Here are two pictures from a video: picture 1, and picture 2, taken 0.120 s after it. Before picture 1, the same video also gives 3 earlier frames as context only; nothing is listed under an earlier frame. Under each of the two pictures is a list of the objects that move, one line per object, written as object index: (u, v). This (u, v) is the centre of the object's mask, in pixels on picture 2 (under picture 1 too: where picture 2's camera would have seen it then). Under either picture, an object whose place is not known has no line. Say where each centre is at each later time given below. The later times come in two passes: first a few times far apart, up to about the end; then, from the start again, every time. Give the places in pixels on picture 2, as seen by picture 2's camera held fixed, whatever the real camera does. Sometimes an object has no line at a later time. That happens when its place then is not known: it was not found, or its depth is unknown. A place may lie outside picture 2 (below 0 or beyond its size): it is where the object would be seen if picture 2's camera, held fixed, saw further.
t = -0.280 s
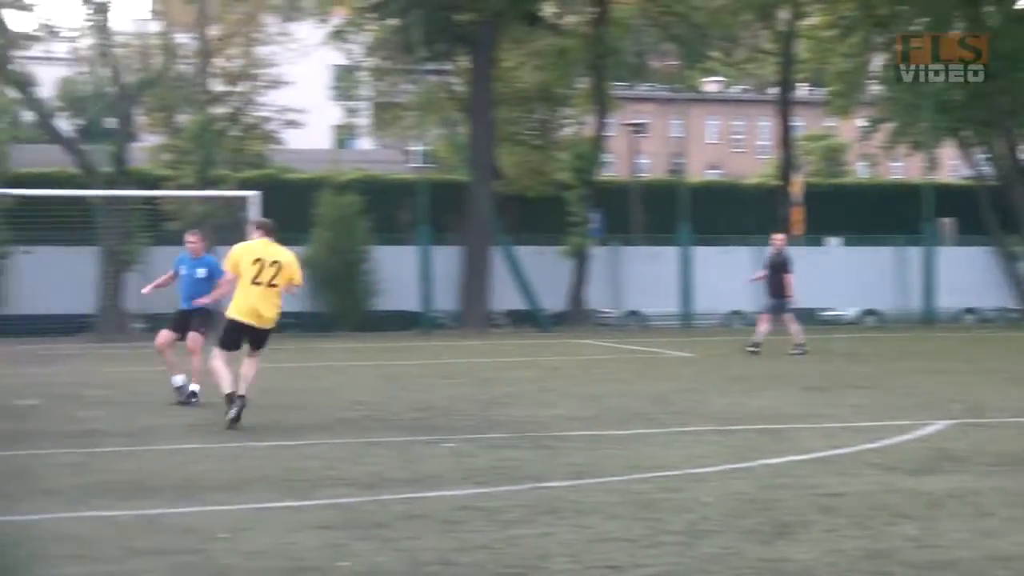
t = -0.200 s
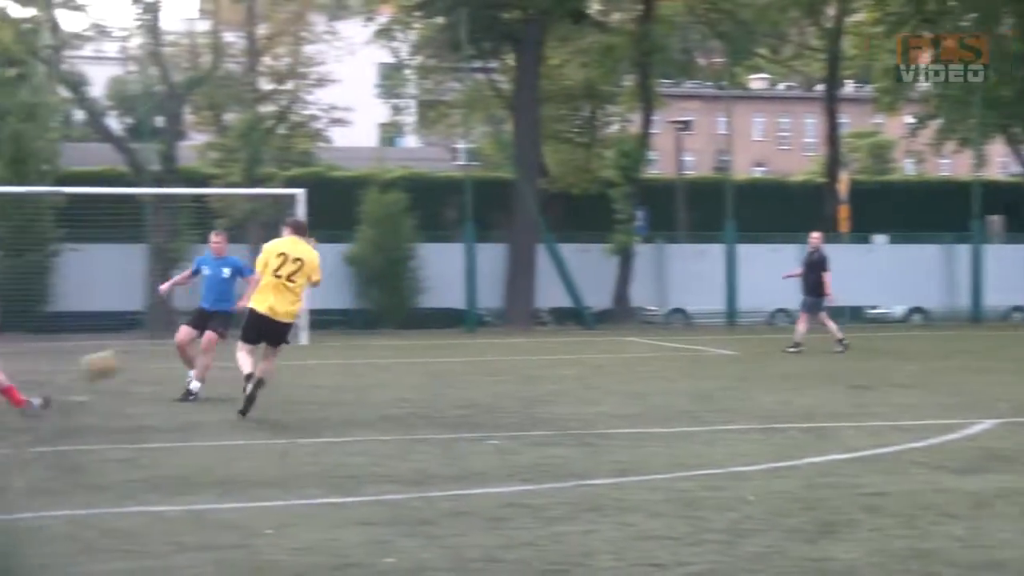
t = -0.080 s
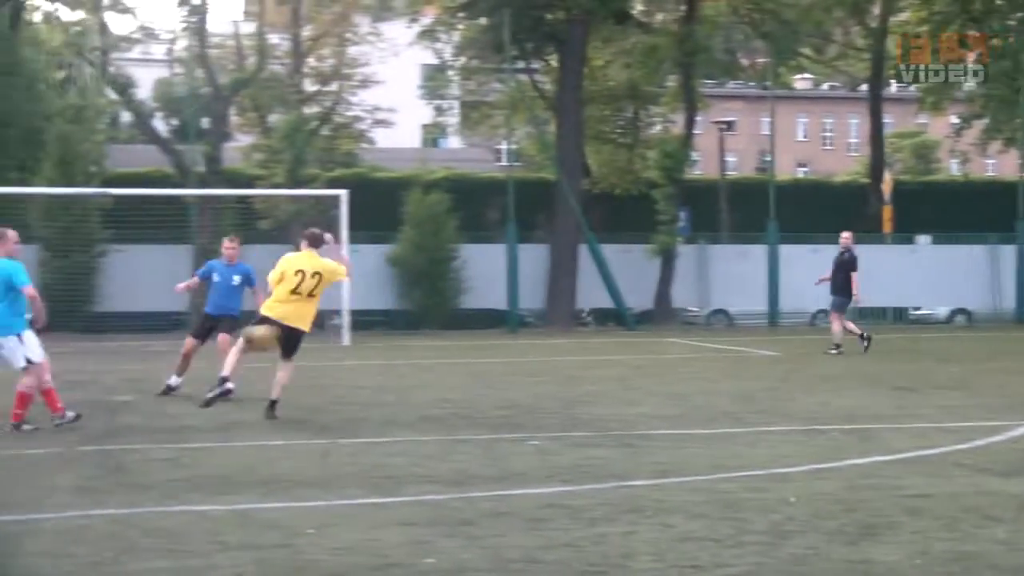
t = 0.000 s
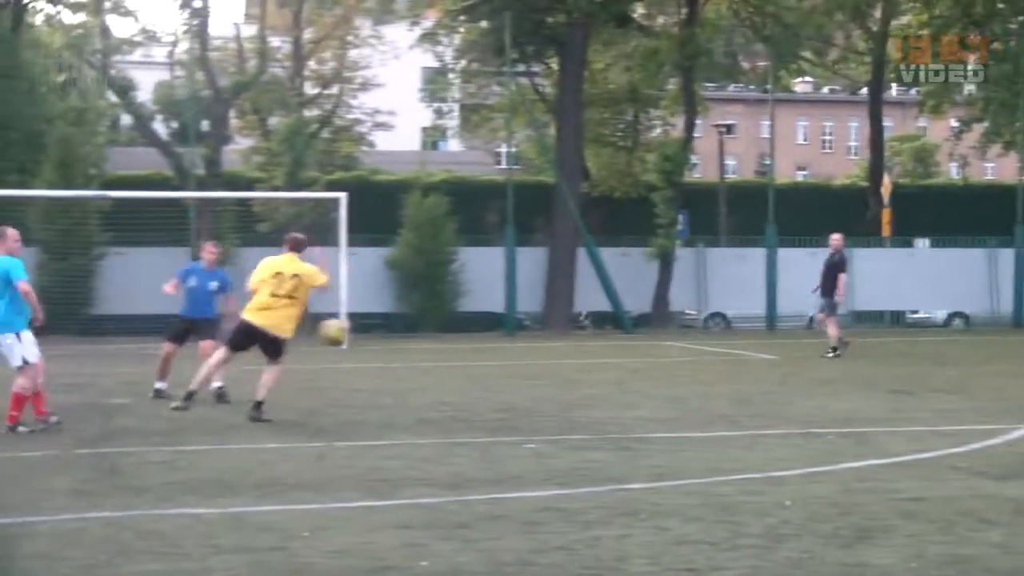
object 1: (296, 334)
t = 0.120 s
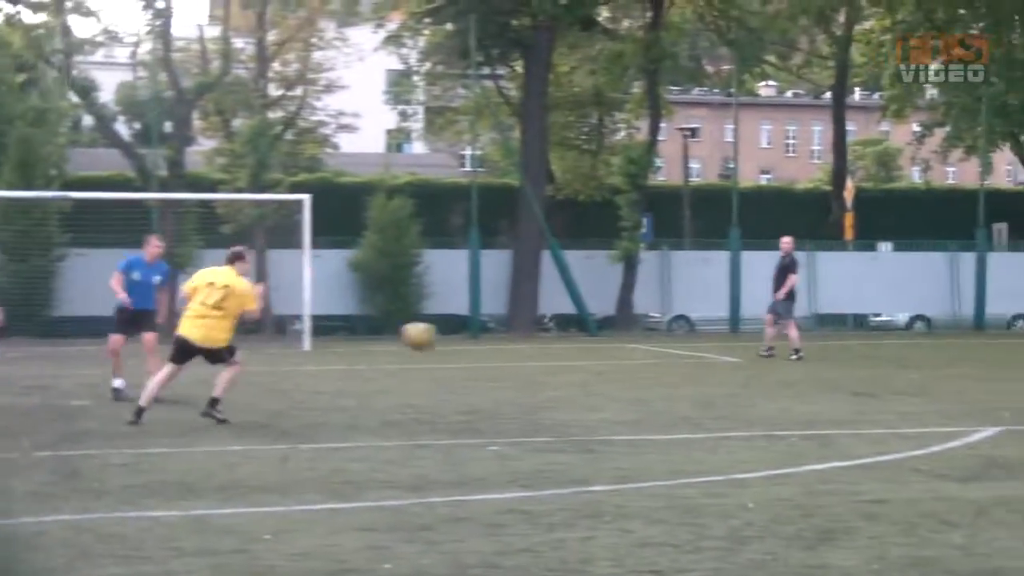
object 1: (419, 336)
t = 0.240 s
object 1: (546, 357)
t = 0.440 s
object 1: (770, 442)
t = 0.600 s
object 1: (874, 403)
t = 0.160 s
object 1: (461, 340)
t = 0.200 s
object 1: (504, 347)
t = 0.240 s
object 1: (546, 357)
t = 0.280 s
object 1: (590, 369)
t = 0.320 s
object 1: (631, 383)
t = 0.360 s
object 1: (677, 399)
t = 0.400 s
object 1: (721, 418)
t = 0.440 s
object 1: (770, 442)
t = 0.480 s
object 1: (801, 438)
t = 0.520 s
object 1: (824, 425)
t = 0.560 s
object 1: (848, 411)
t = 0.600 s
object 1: (874, 403)
